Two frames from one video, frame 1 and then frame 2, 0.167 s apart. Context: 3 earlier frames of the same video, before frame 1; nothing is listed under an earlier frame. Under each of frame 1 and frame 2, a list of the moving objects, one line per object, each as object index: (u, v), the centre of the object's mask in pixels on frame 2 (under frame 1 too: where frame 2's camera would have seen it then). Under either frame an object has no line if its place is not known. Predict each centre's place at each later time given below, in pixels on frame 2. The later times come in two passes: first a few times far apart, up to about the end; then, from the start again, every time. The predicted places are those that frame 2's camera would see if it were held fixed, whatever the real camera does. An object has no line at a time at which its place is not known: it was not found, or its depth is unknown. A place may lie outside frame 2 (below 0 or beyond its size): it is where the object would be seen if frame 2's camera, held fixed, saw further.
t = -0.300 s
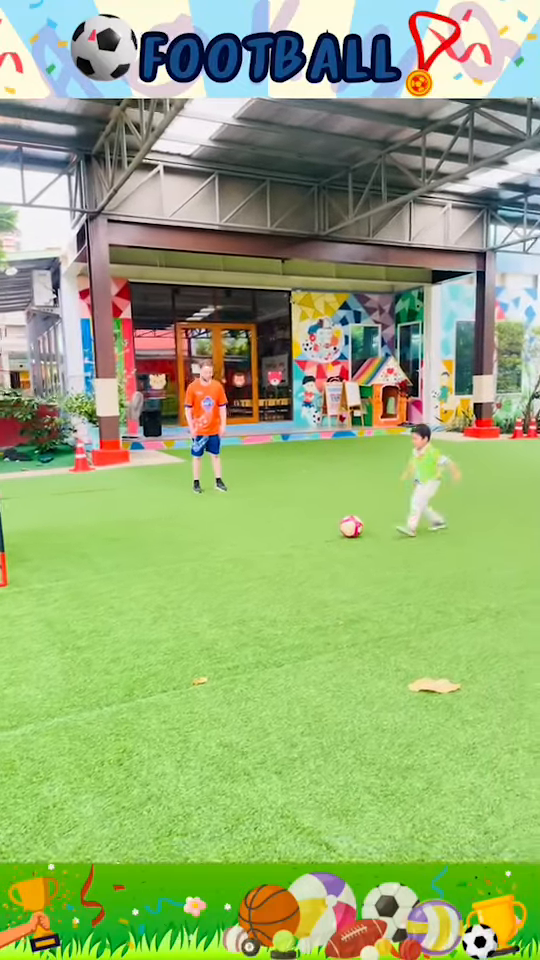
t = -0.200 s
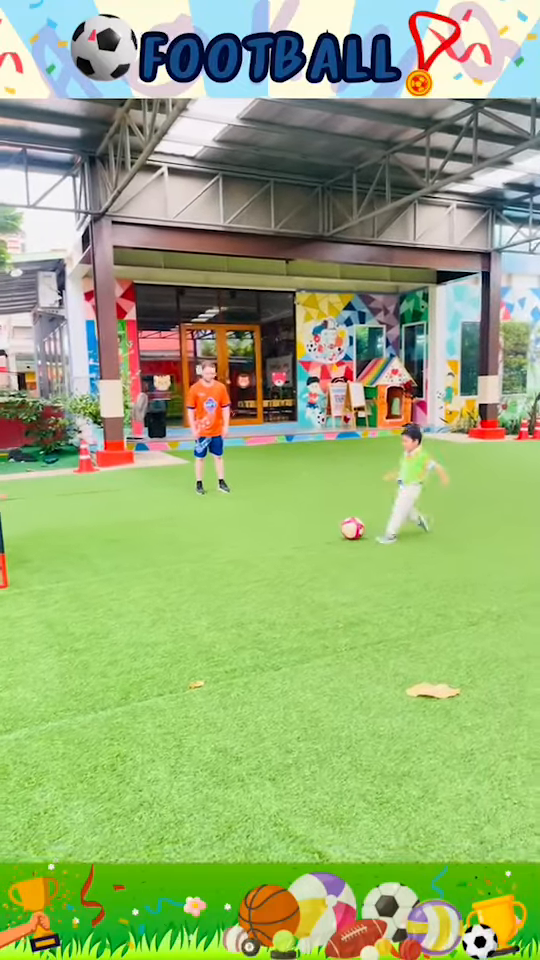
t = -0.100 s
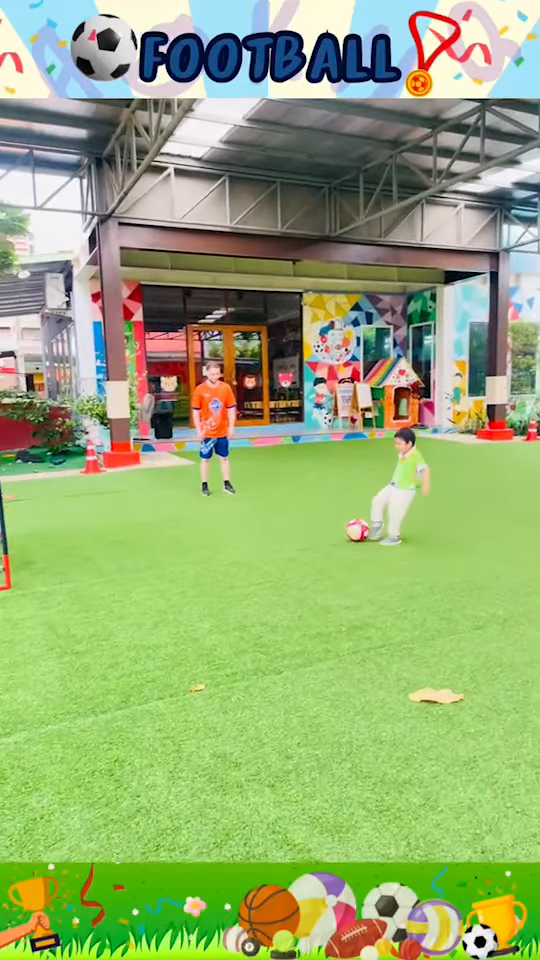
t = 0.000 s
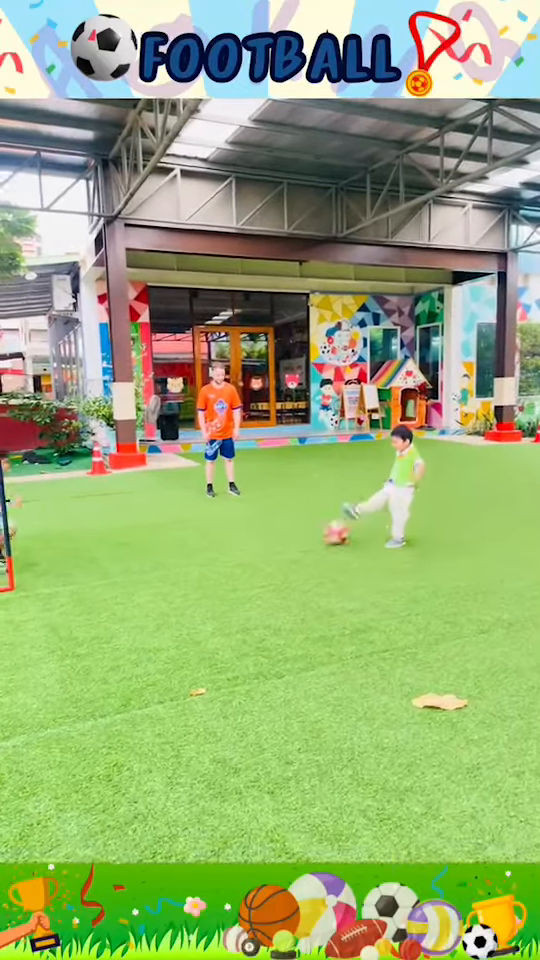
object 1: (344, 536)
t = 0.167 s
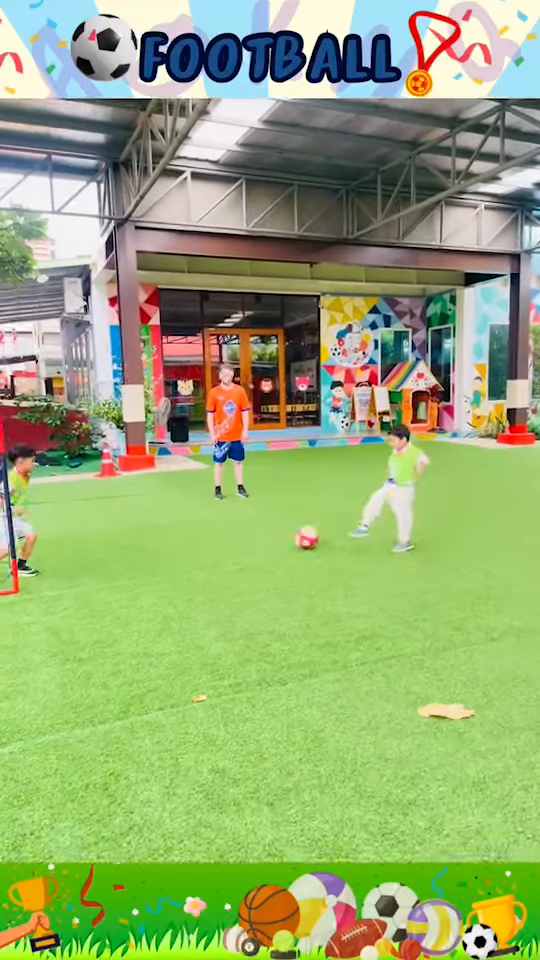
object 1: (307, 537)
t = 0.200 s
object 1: (301, 537)
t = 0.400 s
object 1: (267, 537)
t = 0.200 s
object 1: (301, 537)
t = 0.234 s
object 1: (296, 538)
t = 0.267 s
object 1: (290, 537)
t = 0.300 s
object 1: (285, 537)
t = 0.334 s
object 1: (279, 538)
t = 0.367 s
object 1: (273, 538)
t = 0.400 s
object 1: (267, 537)
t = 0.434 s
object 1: (262, 538)
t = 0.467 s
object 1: (257, 538)
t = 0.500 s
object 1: (251, 538)
